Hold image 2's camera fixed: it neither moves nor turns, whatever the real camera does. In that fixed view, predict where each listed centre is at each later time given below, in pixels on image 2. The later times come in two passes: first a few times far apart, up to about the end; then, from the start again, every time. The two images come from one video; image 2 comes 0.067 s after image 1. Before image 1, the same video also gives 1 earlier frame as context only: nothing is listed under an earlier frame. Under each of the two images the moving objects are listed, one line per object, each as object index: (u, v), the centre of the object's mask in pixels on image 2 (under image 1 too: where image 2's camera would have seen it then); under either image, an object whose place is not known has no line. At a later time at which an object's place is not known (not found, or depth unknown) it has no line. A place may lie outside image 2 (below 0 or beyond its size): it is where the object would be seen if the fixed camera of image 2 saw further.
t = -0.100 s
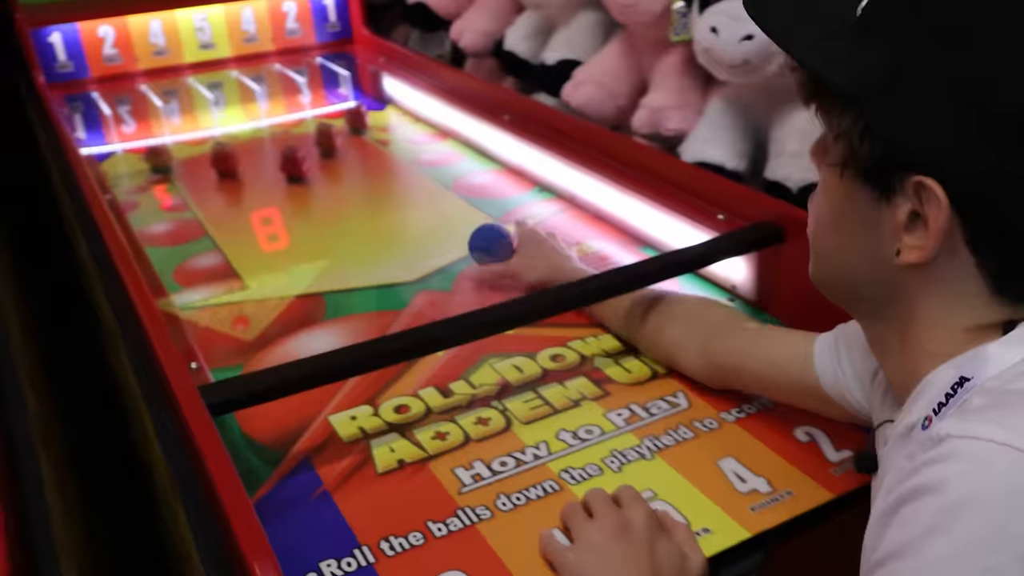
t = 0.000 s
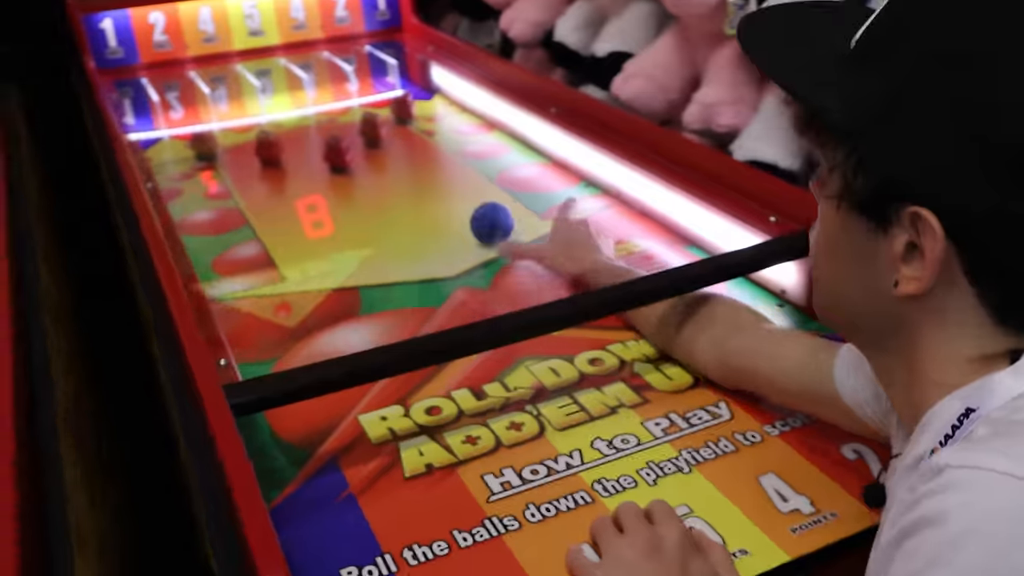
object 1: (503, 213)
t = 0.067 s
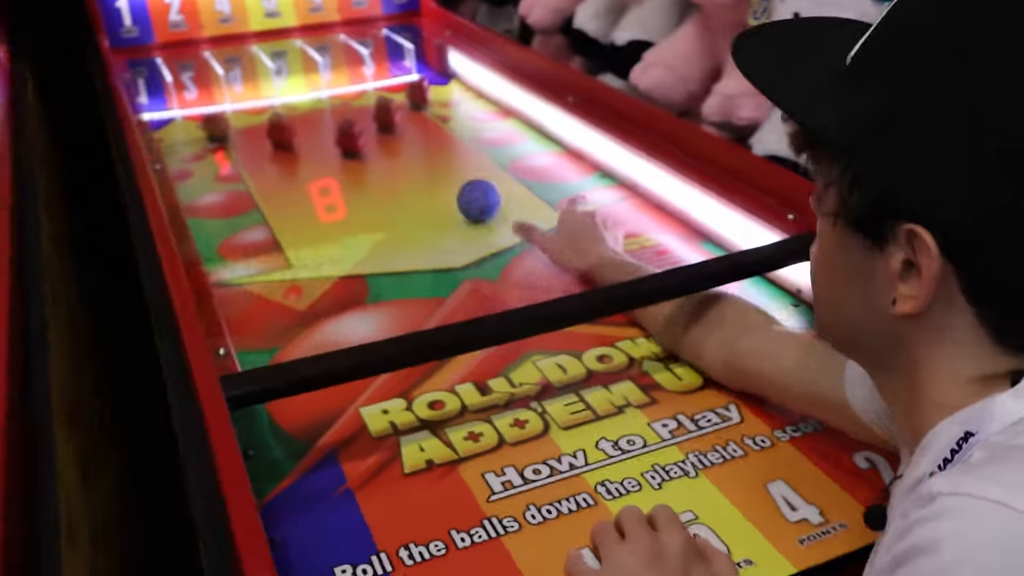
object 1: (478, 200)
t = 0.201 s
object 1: (431, 175)
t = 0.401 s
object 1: (389, 138)
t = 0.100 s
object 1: (465, 194)
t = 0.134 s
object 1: (453, 187)
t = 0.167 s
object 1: (442, 181)
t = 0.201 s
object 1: (431, 175)
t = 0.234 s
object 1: (420, 169)
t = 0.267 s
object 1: (409, 162)
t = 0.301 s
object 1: (399, 157)
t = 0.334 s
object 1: (389, 151)
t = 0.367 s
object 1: (380, 145)
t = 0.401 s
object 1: (389, 138)
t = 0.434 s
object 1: (402, 136)
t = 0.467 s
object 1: (412, 131)
